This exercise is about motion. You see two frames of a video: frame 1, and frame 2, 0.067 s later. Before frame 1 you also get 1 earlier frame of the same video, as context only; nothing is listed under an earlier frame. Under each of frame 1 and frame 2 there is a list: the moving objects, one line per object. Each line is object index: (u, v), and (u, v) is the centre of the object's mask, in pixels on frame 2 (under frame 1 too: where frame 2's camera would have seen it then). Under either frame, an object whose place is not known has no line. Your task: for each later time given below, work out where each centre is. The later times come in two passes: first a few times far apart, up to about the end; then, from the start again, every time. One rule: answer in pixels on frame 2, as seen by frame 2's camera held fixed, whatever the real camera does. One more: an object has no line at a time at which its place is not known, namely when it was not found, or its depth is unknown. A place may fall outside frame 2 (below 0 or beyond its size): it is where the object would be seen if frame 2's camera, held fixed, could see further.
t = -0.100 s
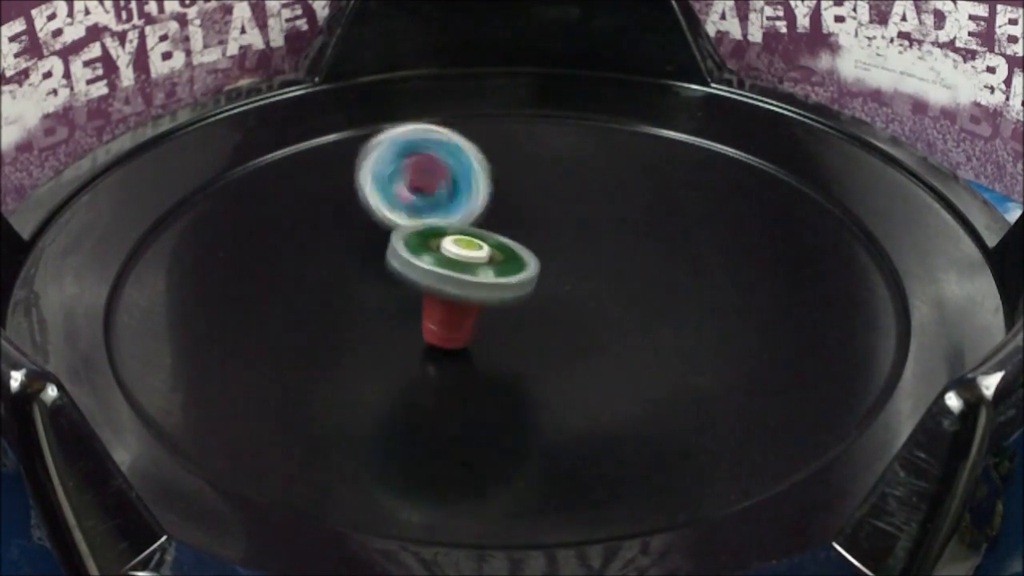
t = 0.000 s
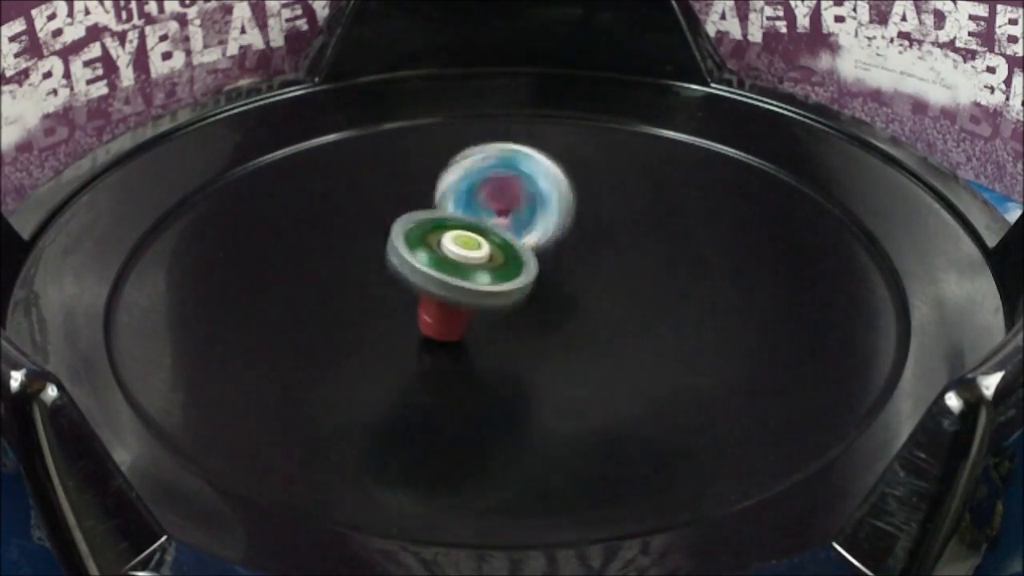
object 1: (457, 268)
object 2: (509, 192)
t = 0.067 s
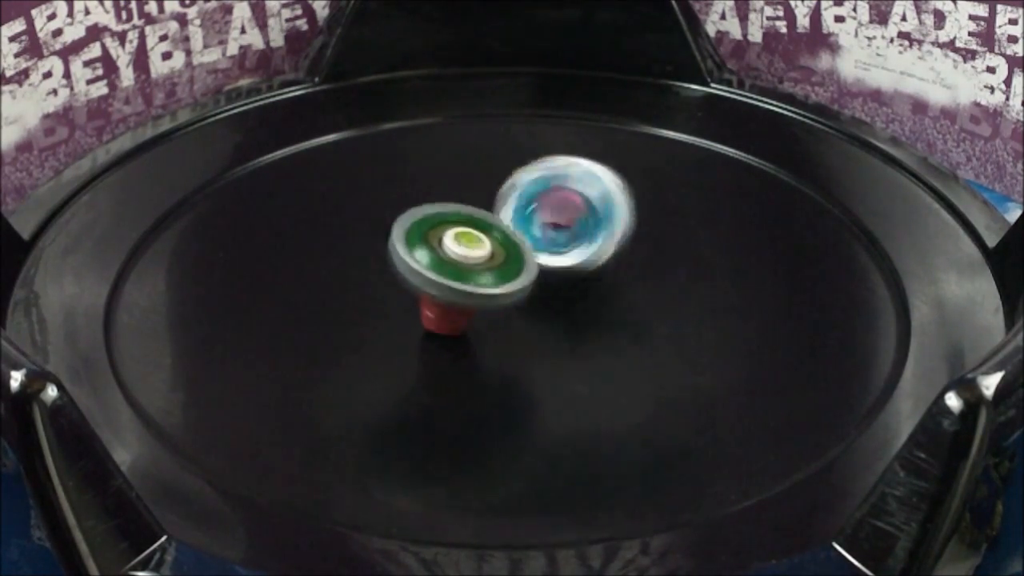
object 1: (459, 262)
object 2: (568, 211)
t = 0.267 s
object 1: (480, 254)
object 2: (710, 261)
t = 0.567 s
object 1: (506, 268)
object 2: (620, 360)
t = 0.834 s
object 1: (494, 287)
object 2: (366, 363)
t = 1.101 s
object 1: (474, 275)
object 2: (314, 268)
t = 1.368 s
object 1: (493, 258)
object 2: (444, 178)
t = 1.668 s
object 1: (519, 266)
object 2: (629, 203)
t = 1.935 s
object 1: (510, 284)
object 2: (649, 315)
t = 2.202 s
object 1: (485, 275)
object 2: (483, 387)
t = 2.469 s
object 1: (496, 253)
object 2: (340, 325)
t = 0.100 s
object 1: (463, 260)
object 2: (595, 222)
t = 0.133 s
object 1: (466, 258)
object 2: (624, 229)
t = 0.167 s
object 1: (469, 256)
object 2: (650, 236)
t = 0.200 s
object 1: (472, 255)
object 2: (673, 244)
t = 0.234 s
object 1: (476, 254)
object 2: (694, 252)
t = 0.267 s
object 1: (480, 254)
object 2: (710, 261)
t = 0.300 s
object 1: (483, 254)
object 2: (721, 271)
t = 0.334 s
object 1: (487, 254)
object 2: (726, 283)
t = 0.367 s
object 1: (490, 255)
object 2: (726, 293)
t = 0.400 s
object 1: (493, 257)
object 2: (721, 305)
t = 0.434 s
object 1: (497, 258)
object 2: (710, 317)
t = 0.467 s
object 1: (500, 261)
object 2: (695, 328)
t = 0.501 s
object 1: (502, 263)
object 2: (673, 340)
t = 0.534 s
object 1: (504, 266)
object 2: (649, 350)
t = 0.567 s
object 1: (506, 268)
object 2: (620, 360)
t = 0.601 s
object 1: (507, 271)
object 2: (588, 368)
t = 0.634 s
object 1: (507, 273)
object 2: (555, 375)
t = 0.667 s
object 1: (506, 275)
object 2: (521, 379)
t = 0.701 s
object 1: (504, 277)
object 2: (487, 380)
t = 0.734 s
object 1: (503, 279)
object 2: (452, 379)
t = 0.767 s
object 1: (501, 283)
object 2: (420, 376)
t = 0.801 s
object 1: (498, 286)
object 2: (391, 370)
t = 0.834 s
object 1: (494, 287)
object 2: (366, 363)
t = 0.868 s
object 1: (491, 287)
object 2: (343, 353)
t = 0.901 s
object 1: (487, 287)
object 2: (326, 342)
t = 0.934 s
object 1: (483, 286)
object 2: (313, 330)
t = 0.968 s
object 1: (481, 285)
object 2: (306, 319)
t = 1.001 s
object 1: (478, 283)
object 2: (302, 306)
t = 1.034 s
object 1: (476, 281)
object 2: (302, 293)
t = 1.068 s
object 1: (474, 278)
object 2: (305, 281)
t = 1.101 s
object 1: (474, 275)
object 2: (314, 268)
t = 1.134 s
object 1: (474, 273)
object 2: (323, 257)
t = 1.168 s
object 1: (476, 270)
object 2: (337, 245)
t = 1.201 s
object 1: (478, 267)
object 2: (350, 233)
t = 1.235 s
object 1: (481, 265)
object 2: (363, 222)
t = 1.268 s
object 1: (483, 263)
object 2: (379, 211)
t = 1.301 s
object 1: (486, 261)
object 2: (398, 198)
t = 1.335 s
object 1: (489, 259)
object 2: (420, 187)
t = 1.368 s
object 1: (493, 258)
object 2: (444, 178)
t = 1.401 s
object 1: (497, 257)
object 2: (469, 172)
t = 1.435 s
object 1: (500, 257)
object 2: (494, 169)
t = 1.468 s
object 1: (503, 256)
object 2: (518, 169)
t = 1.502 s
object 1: (506, 257)
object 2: (541, 170)
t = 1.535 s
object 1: (510, 258)
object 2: (563, 173)
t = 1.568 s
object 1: (512, 260)
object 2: (582, 179)
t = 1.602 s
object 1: (514, 261)
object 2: (600, 185)
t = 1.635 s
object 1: (517, 263)
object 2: (616, 194)
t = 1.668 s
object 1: (519, 266)
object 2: (629, 203)
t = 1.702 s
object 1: (519, 268)
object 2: (640, 213)
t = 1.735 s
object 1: (520, 270)
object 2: (649, 226)
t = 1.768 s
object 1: (520, 273)
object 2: (656, 238)
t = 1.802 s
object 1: (520, 276)
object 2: (661, 254)
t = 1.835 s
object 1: (518, 278)
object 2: (663, 269)
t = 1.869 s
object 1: (516, 281)
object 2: (661, 284)
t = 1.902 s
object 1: (513, 282)
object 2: (656, 299)
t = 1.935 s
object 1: (510, 284)
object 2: (649, 315)
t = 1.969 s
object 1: (506, 285)
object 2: (635, 330)
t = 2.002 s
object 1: (502, 285)
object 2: (621, 344)
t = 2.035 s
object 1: (498, 284)
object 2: (603, 356)
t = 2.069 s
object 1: (494, 283)
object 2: (584, 367)
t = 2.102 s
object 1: (491, 281)
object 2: (560, 375)
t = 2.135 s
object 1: (488, 279)
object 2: (535, 381)
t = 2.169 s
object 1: (486, 277)
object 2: (509, 386)
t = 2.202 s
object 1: (485, 275)
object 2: (483, 387)
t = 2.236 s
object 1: (484, 271)
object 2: (458, 385)
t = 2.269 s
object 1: (484, 268)
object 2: (434, 382)
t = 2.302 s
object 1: (485, 265)
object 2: (410, 376)
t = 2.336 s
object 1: (486, 262)
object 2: (390, 369)
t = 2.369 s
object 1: (488, 259)
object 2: (373, 360)
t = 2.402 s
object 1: (490, 257)
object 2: (358, 349)
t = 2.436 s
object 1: (493, 255)
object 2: (347, 338)
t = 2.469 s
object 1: (496, 253)
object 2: (340, 325)
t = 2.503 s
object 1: (499, 251)
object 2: (336, 312)
